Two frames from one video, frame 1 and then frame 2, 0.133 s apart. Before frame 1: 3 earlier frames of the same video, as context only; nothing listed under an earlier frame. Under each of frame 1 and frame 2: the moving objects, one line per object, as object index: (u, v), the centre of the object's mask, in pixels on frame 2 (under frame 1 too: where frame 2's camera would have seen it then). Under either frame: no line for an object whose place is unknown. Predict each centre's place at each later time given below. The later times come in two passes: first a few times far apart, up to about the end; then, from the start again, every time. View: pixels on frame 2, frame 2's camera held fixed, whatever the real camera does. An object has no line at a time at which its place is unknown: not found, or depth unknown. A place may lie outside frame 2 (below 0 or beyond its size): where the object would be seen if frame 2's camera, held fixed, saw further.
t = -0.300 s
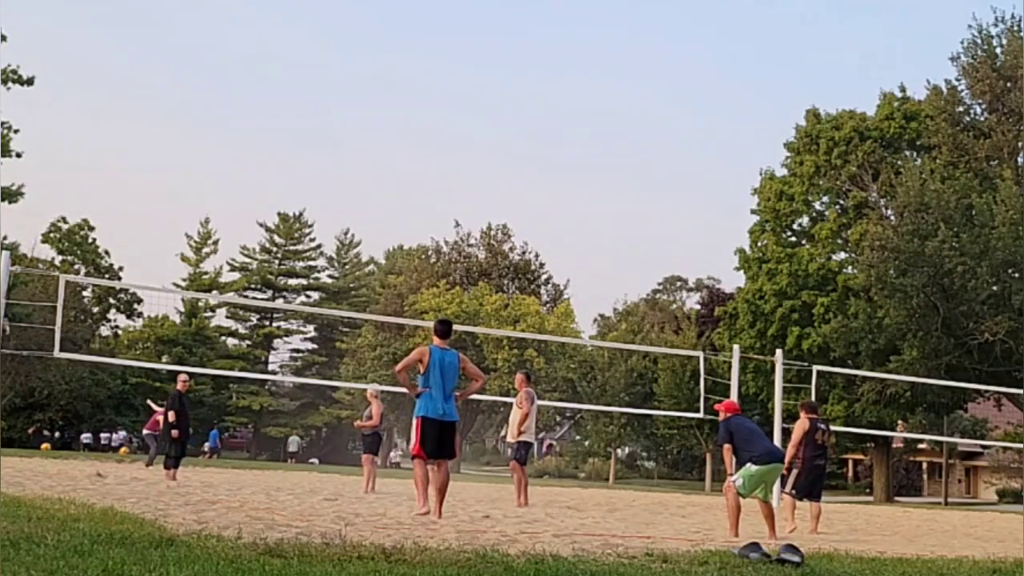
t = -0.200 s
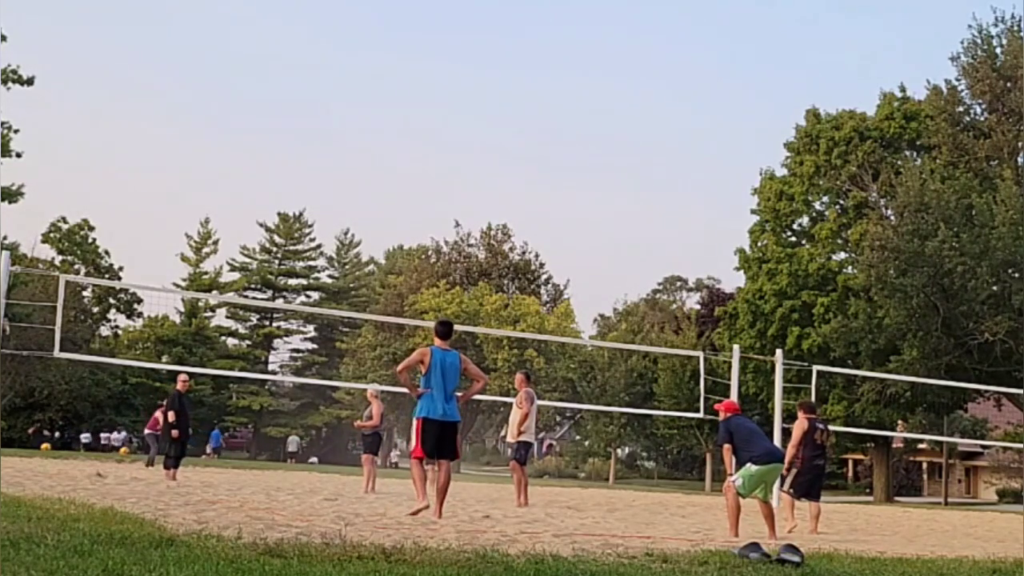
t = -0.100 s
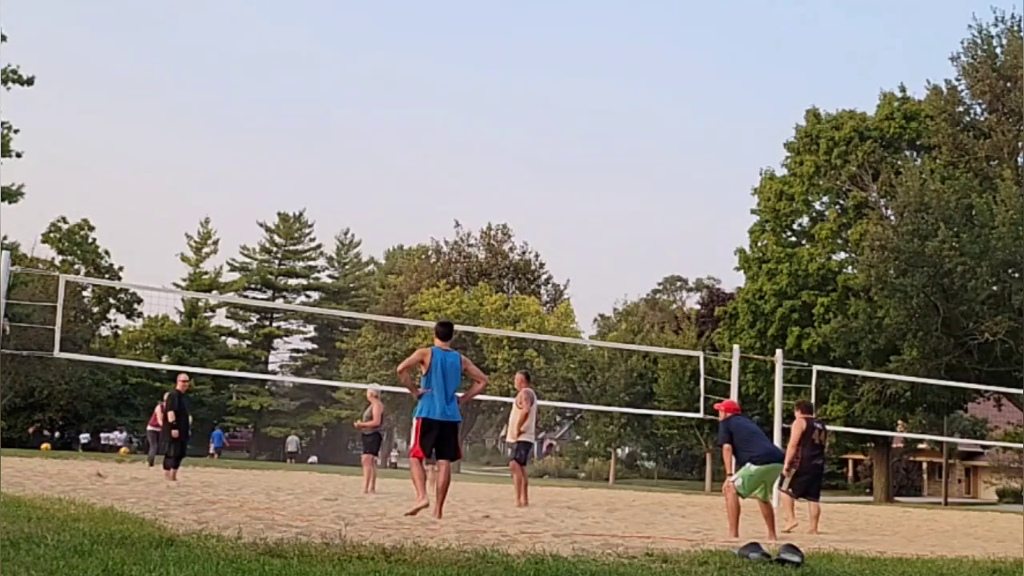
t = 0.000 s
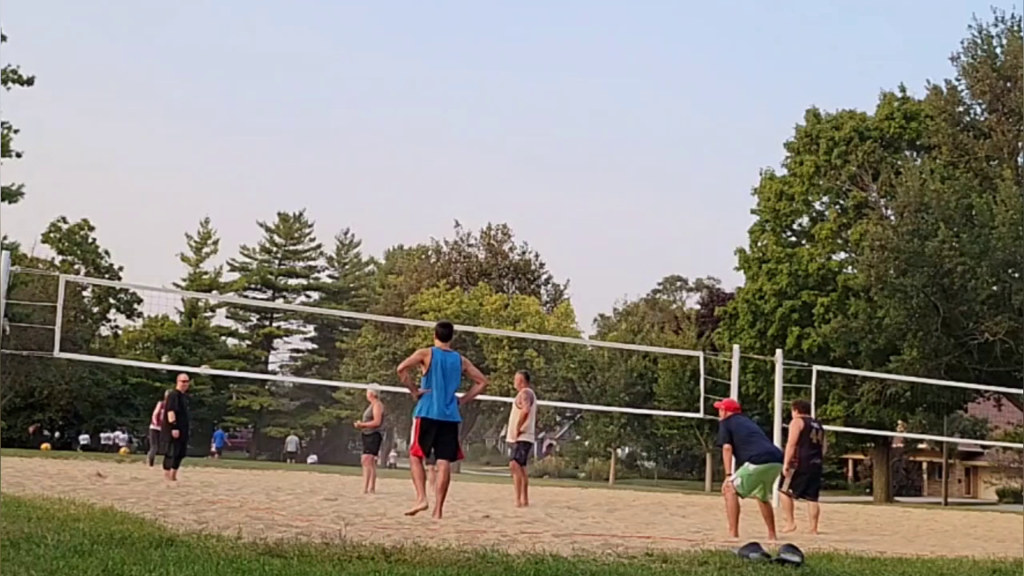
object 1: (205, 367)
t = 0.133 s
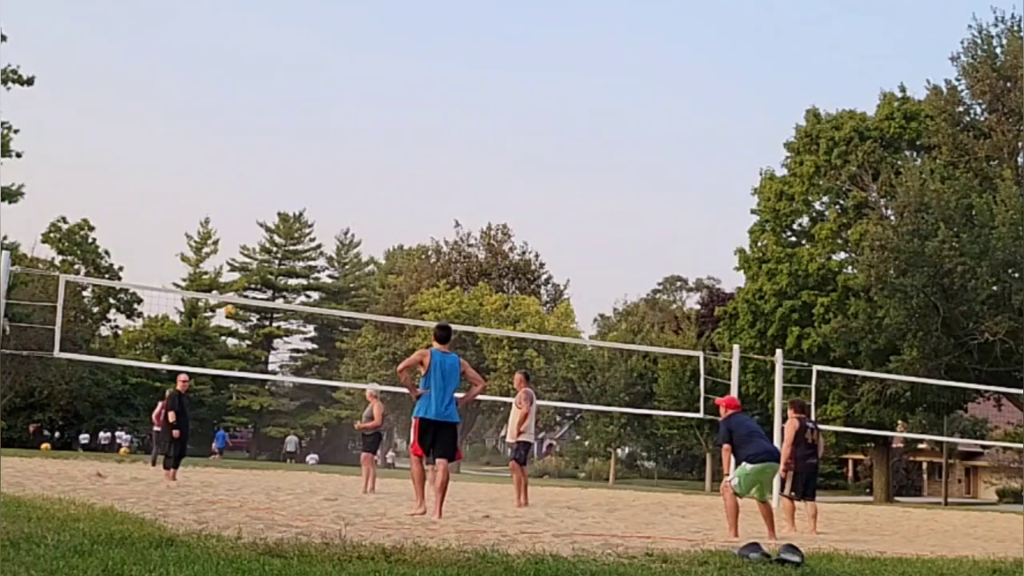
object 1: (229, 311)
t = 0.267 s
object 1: (252, 257)
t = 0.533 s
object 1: (298, 177)
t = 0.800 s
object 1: (343, 130)
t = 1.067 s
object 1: (387, 123)
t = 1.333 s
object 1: (432, 162)
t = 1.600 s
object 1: (476, 257)
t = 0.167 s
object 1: (235, 294)
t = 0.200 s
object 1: (241, 284)
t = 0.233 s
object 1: (247, 269)
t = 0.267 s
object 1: (252, 257)
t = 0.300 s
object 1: (258, 247)
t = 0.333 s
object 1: (264, 235)
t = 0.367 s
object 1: (269, 224)
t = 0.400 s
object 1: (275, 213)
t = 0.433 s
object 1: (281, 204)
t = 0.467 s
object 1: (287, 194)
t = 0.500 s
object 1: (292, 186)
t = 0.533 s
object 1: (298, 177)
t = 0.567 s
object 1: (303, 170)
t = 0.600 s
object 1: (309, 163)
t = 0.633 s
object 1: (314, 156)
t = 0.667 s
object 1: (320, 149)
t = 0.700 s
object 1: (326, 144)
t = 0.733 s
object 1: (332, 139)
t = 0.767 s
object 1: (338, 134)
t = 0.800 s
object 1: (343, 130)
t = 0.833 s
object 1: (349, 127)
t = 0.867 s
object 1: (354, 125)
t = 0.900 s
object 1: (360, 123)
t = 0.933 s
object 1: (365, 121)
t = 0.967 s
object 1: (371, 121)
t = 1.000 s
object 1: (376, 121)
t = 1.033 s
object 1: (382, 121)
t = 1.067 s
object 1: (387, 123)
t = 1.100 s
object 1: (393, 125)
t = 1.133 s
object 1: (399, 128)
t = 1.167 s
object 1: (404, 131)
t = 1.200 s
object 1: (410, 136)
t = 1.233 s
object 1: (415, 142)
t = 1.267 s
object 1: (421, 147)
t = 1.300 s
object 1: (426, 154)
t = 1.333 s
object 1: (432, 162)
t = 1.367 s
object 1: (437, 170)
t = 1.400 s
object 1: (443, 180)
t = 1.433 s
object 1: (449, 191)
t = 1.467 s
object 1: (454, 202)
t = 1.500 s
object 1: (460, 215)
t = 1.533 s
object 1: (465, 228)
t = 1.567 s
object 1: (470, 242)
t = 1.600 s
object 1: (476, 257)
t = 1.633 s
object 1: (481, 274)
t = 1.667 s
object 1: (487, 291)
